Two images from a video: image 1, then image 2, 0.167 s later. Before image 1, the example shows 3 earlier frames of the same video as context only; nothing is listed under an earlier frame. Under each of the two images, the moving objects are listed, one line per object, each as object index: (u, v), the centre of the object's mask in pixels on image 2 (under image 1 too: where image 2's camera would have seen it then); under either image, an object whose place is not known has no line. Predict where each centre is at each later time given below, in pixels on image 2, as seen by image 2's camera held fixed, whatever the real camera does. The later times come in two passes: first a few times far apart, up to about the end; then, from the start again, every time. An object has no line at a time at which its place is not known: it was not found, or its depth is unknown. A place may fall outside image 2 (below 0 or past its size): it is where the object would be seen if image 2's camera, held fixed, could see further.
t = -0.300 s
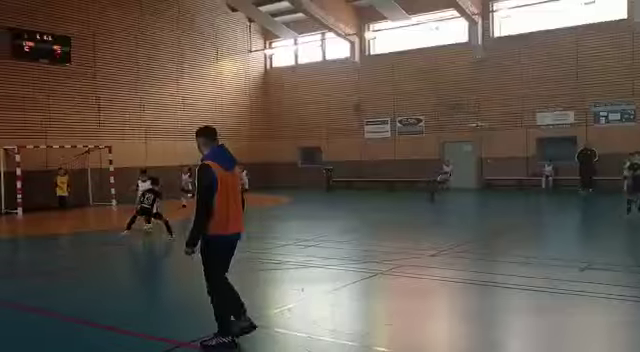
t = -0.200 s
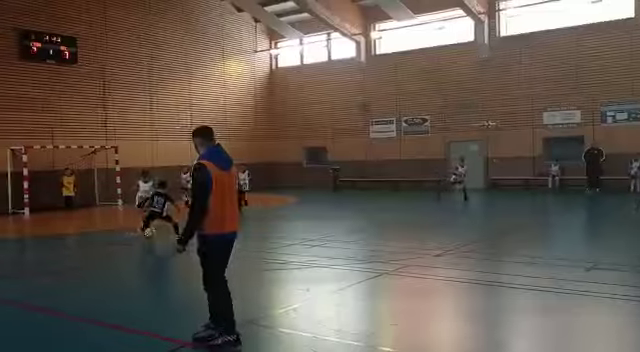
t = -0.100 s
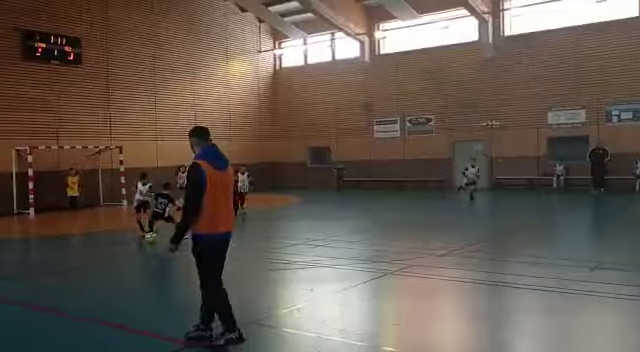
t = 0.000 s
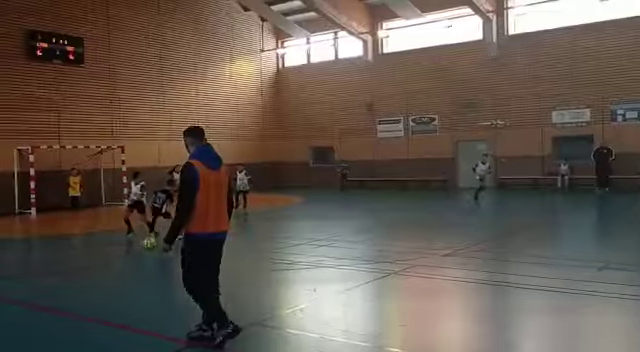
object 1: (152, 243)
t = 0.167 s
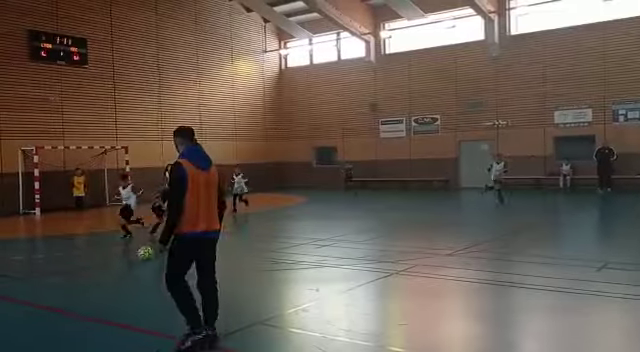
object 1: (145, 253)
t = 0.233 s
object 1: (140, 258)
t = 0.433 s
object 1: (128, 271)
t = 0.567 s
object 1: (119, 283)
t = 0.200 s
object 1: (143, 255)
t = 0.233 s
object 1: (140, 258)
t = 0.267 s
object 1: (139, 260)
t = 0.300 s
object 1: (137, 262)
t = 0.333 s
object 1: (135, 265)
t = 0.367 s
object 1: (132, 267)
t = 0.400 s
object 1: (130, 270)
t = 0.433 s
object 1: (128, 271)
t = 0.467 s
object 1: (126, 274)
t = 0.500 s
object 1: (124, 276)
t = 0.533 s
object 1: (121, 279)
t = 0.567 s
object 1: (119, 283)
